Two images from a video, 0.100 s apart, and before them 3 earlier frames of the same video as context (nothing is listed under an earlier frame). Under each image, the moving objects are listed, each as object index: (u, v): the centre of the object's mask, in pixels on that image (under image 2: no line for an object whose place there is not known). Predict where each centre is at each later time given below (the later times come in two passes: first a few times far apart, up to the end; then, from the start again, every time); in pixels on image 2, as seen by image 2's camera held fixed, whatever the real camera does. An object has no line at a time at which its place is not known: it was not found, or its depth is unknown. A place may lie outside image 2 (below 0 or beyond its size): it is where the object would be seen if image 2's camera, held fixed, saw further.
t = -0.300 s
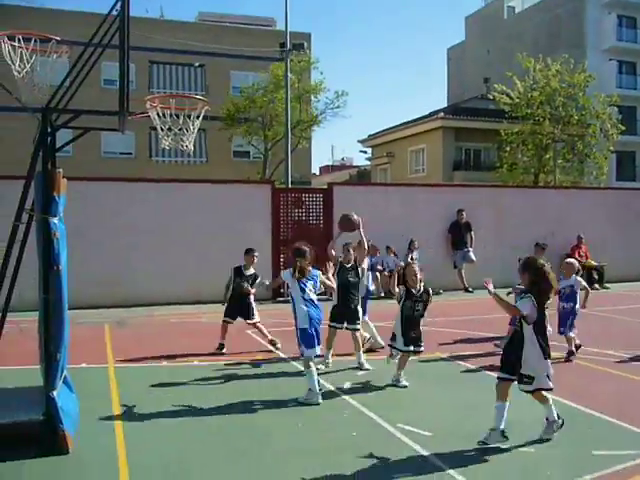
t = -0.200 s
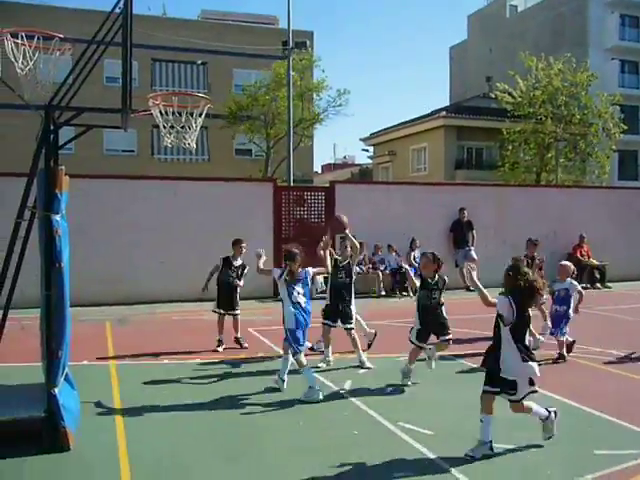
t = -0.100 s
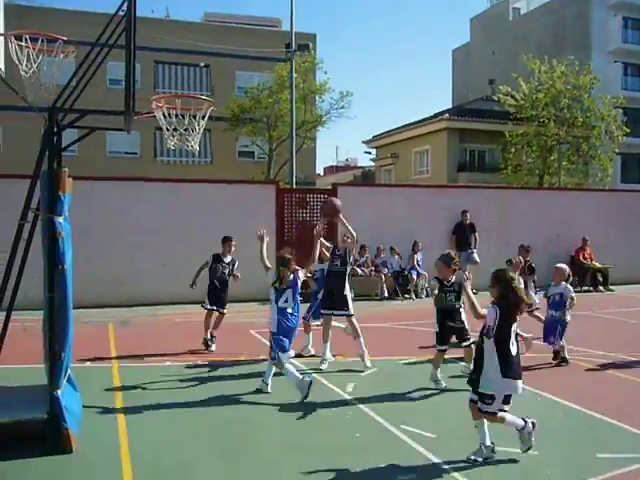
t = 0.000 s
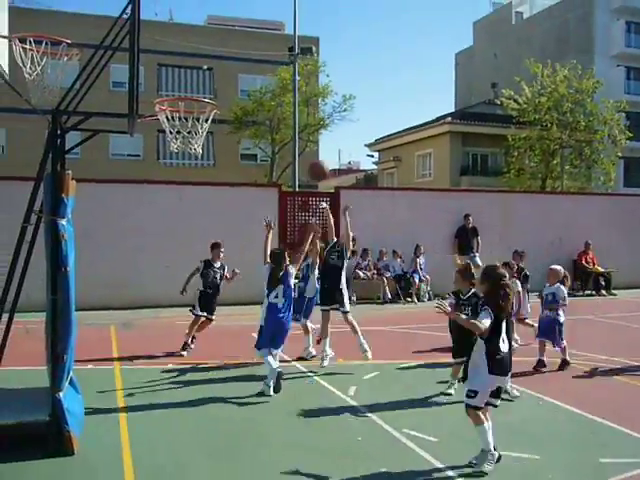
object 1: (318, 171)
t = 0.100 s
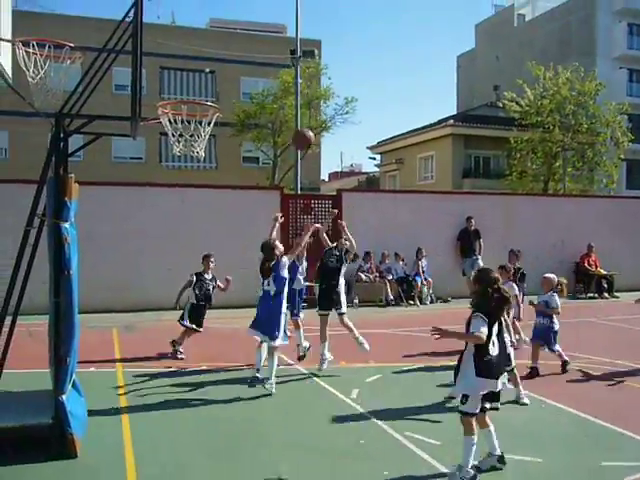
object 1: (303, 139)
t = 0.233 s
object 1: (277, 106)
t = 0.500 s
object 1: (215, 90)
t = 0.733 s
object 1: (187, 153)
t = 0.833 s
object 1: (195, 151)
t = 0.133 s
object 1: (297, 130)
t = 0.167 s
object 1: (290, 121)
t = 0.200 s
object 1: (284, 114)
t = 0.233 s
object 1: (277, 106)
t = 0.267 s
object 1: (270, 100)
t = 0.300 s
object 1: (263, 96)
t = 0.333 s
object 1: (255, 92)
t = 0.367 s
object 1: (248, 89)
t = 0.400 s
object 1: (241, 87)
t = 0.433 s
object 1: (232, 87)
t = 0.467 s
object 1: (224, 87)
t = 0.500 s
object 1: (215, 90)
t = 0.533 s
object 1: (207, 92)
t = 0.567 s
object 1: (196, 98)
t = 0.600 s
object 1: (187, 105)
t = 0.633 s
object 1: (180, 116)
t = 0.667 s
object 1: (182, 119)
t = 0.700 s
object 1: (188, 128)
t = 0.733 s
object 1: (187, 153)
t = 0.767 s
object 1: (189, 155)
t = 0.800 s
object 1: (192, 151)
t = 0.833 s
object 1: (195, 151)
